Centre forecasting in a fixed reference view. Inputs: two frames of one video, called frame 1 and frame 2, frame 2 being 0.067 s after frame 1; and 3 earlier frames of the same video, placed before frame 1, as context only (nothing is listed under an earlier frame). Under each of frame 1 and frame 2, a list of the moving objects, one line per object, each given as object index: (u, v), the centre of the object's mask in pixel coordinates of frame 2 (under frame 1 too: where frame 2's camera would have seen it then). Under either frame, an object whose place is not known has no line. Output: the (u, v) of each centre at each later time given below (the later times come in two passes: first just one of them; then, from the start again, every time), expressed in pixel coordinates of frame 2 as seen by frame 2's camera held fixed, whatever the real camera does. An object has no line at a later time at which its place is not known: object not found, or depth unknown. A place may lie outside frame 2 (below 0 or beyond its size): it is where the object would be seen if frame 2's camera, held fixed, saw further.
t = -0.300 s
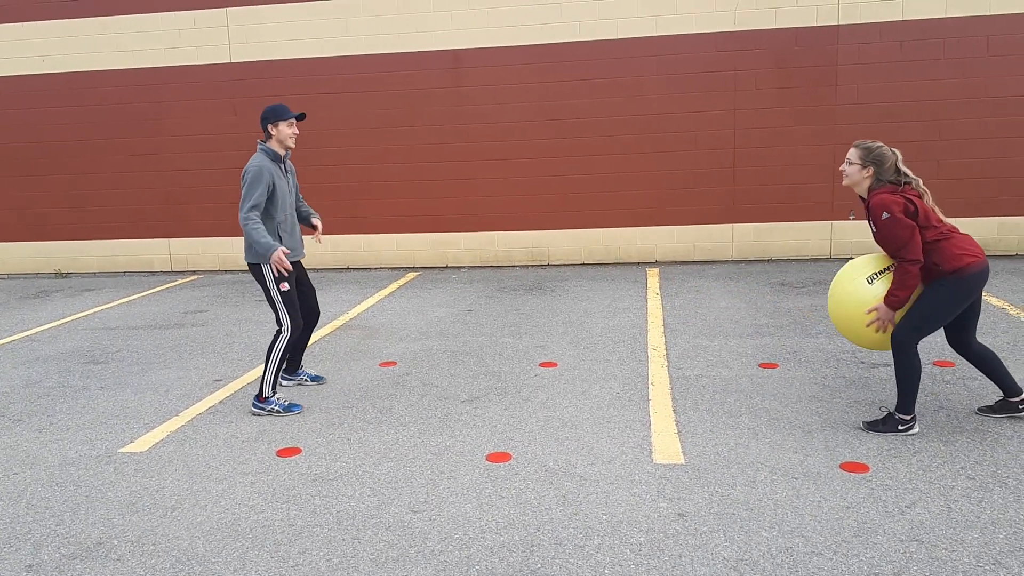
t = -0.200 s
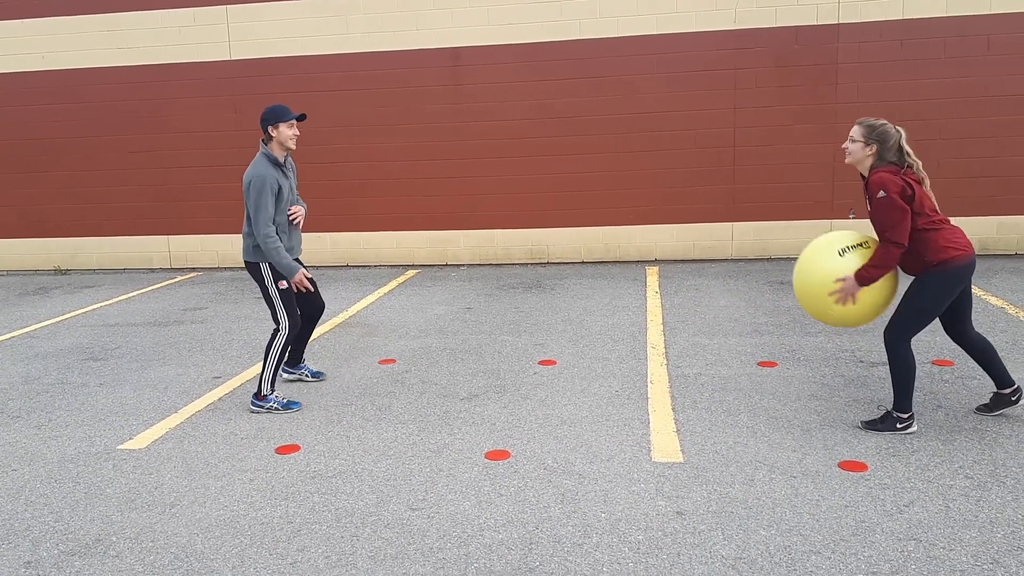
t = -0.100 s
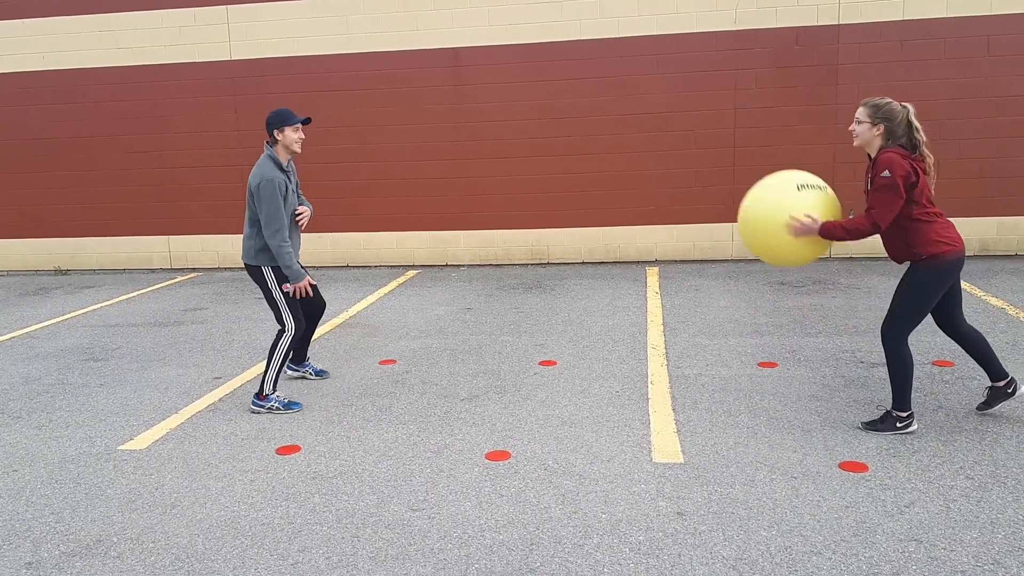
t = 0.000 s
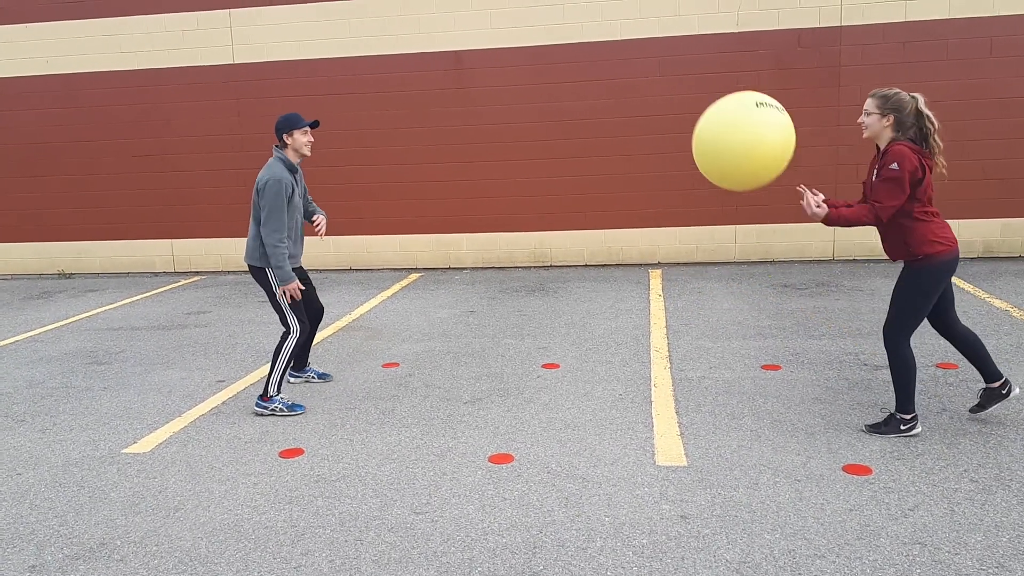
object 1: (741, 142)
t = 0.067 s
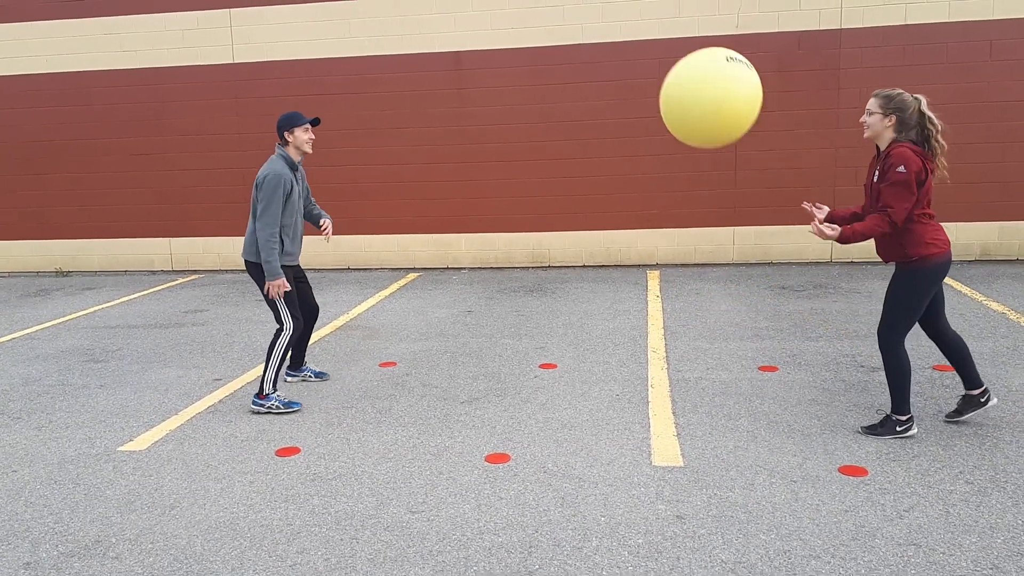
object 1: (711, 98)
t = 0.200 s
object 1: (647, 35)
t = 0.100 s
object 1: (694, 78)
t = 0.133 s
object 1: (678, 59)
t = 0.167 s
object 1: (663, 44)
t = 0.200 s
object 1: (647, 35)
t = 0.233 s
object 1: (630, 29)
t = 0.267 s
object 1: (615, 24)
